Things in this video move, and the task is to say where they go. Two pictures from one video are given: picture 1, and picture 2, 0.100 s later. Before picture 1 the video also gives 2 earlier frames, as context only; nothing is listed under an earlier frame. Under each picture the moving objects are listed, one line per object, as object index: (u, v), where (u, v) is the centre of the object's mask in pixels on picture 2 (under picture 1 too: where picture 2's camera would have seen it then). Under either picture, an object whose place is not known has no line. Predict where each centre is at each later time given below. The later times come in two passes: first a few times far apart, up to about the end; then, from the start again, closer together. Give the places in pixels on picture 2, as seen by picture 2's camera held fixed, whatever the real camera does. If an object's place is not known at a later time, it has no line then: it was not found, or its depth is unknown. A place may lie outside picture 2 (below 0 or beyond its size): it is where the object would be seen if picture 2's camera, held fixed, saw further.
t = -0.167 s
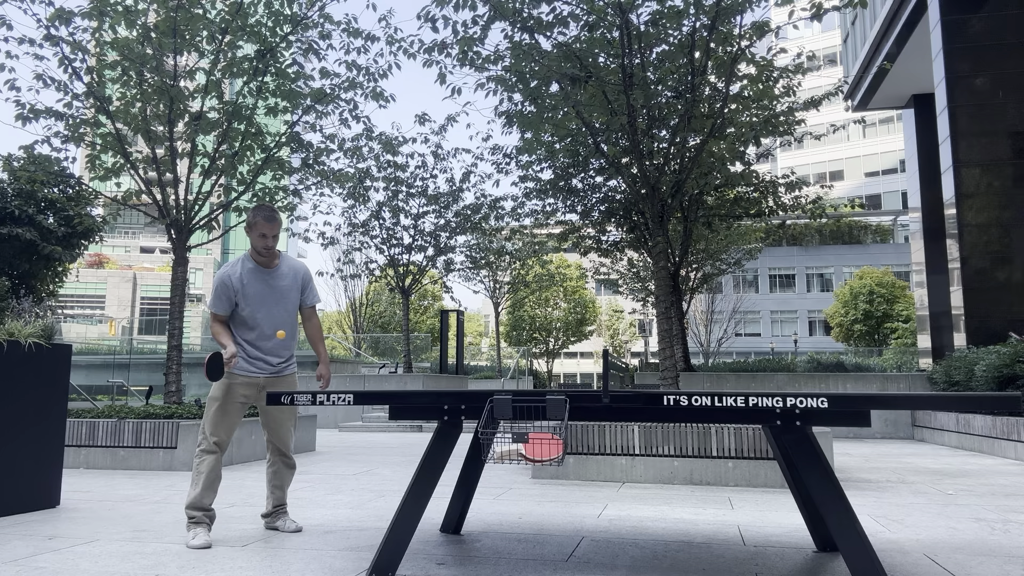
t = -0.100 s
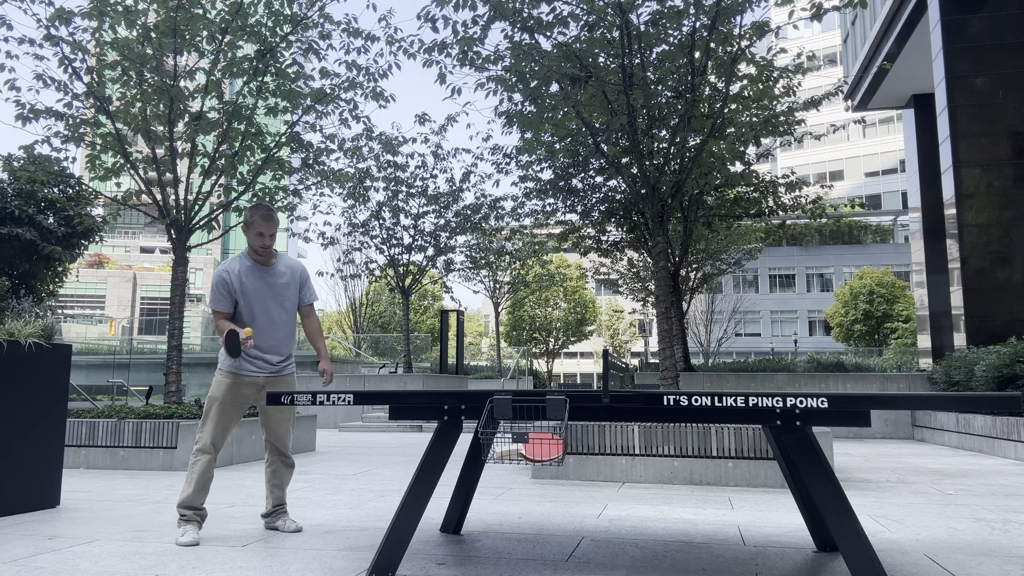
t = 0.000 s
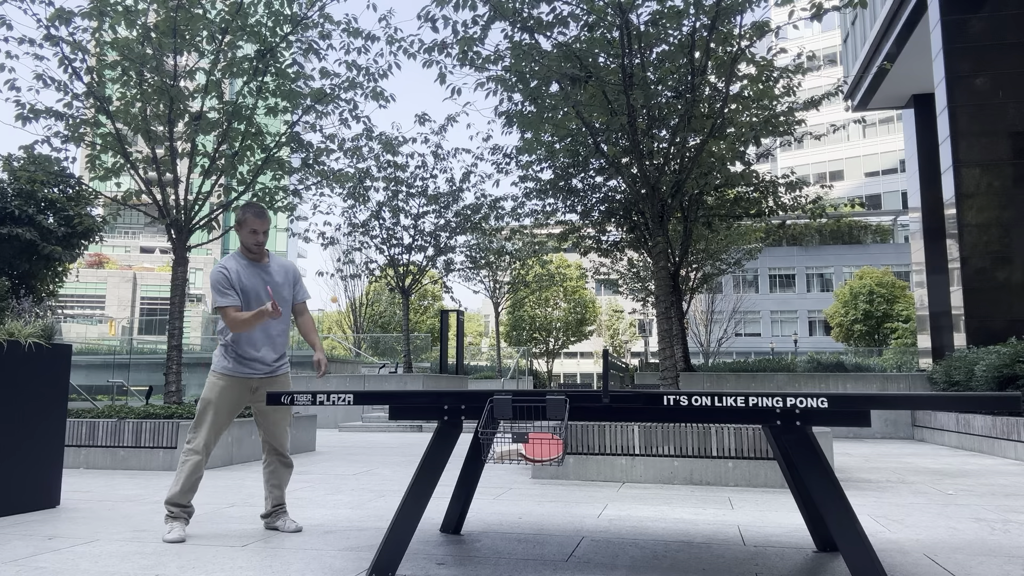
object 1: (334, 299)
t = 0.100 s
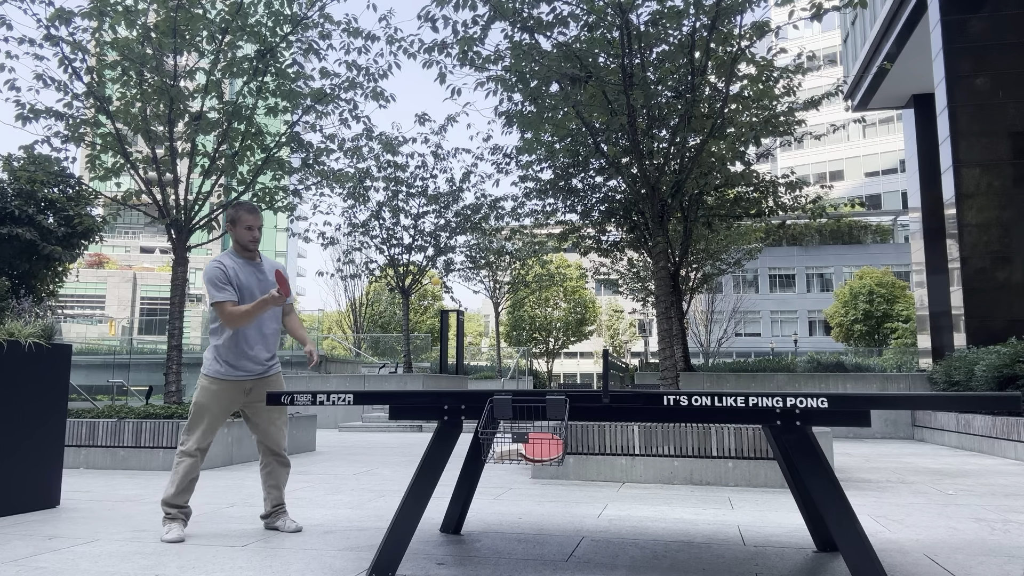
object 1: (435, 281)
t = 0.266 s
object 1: (596, 299)
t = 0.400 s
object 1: (724, 359)
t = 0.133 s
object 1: (468, 280)
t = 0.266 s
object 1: (596, 299)
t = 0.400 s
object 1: (724, 359)
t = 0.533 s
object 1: (829, 341)
